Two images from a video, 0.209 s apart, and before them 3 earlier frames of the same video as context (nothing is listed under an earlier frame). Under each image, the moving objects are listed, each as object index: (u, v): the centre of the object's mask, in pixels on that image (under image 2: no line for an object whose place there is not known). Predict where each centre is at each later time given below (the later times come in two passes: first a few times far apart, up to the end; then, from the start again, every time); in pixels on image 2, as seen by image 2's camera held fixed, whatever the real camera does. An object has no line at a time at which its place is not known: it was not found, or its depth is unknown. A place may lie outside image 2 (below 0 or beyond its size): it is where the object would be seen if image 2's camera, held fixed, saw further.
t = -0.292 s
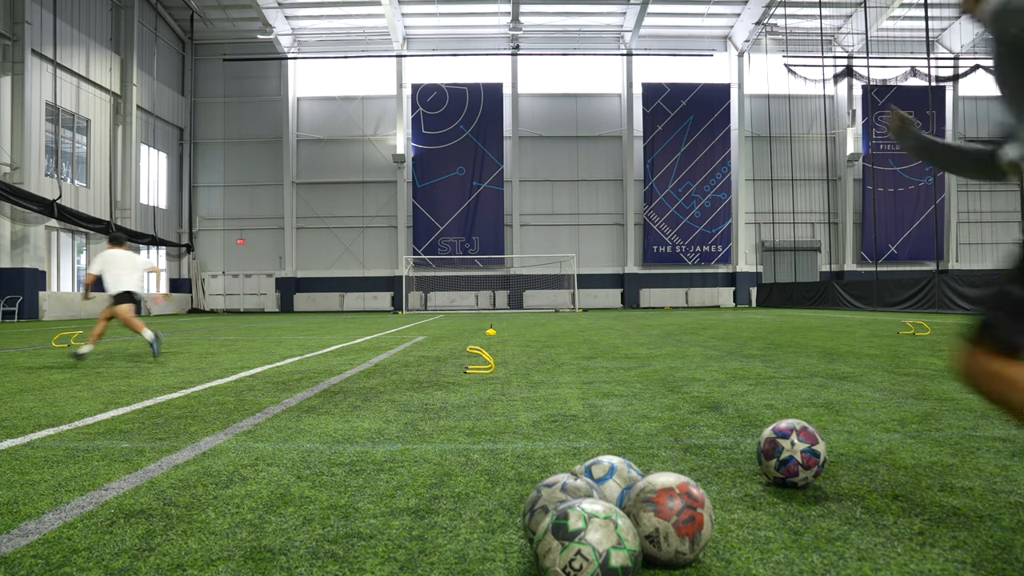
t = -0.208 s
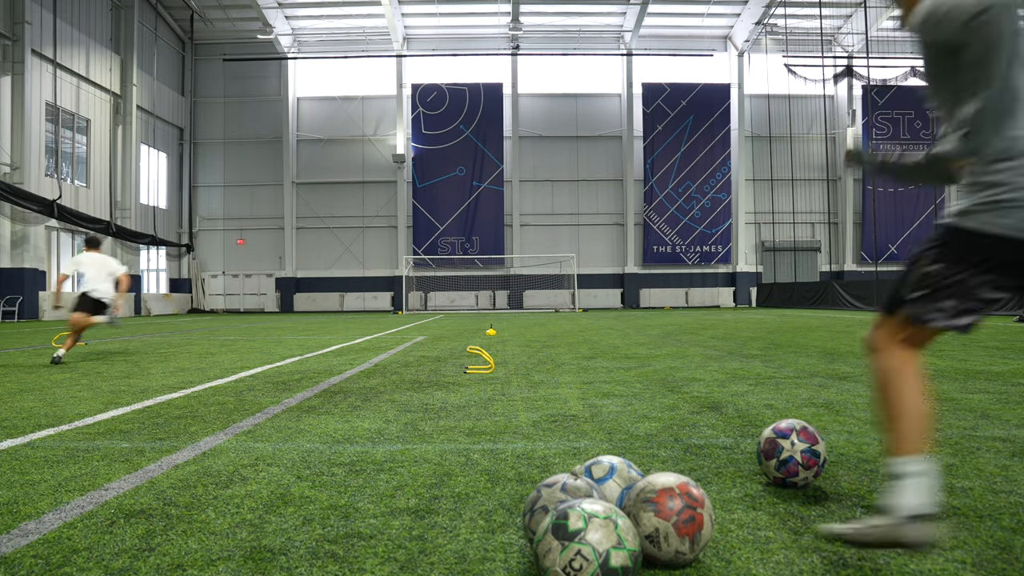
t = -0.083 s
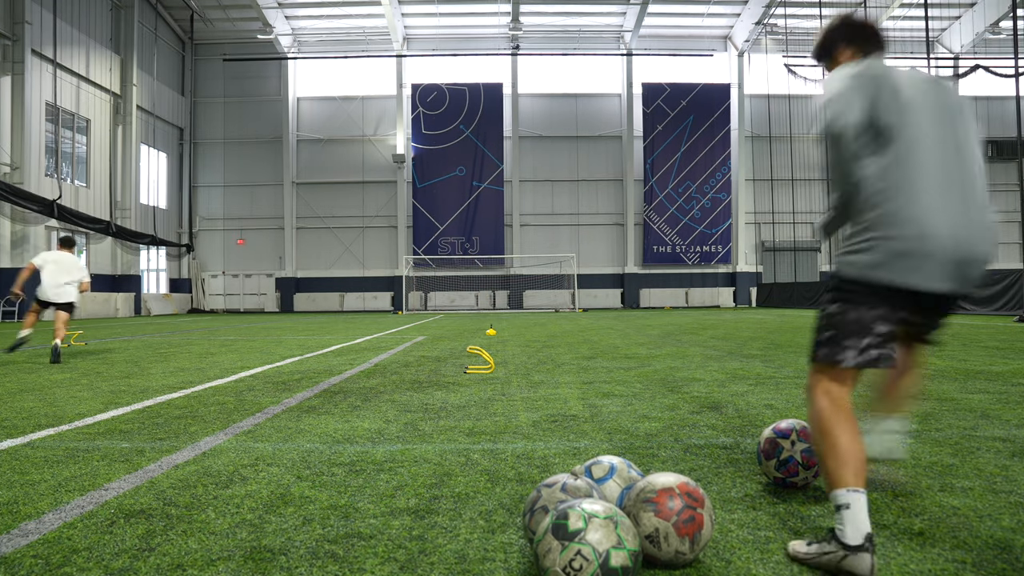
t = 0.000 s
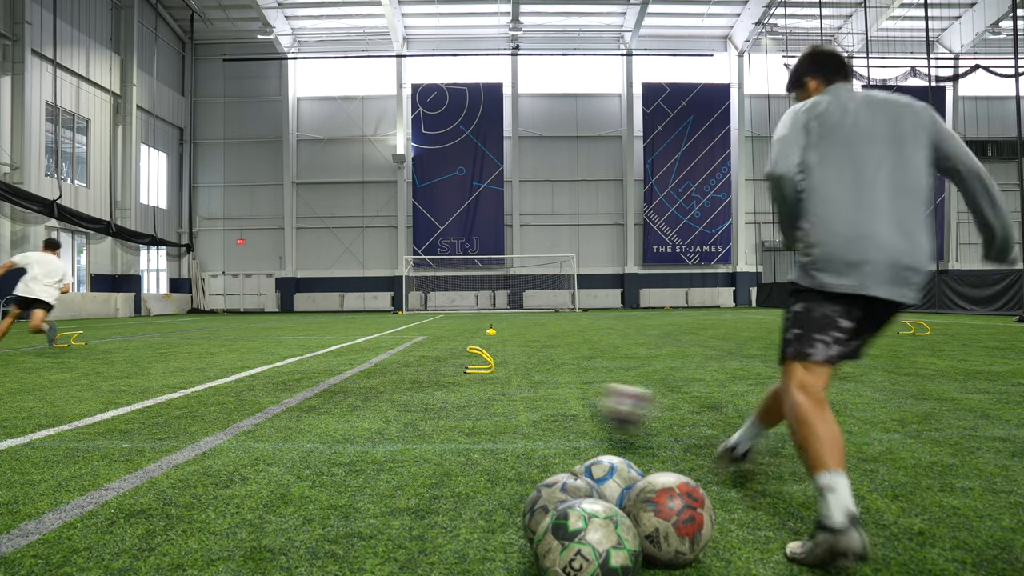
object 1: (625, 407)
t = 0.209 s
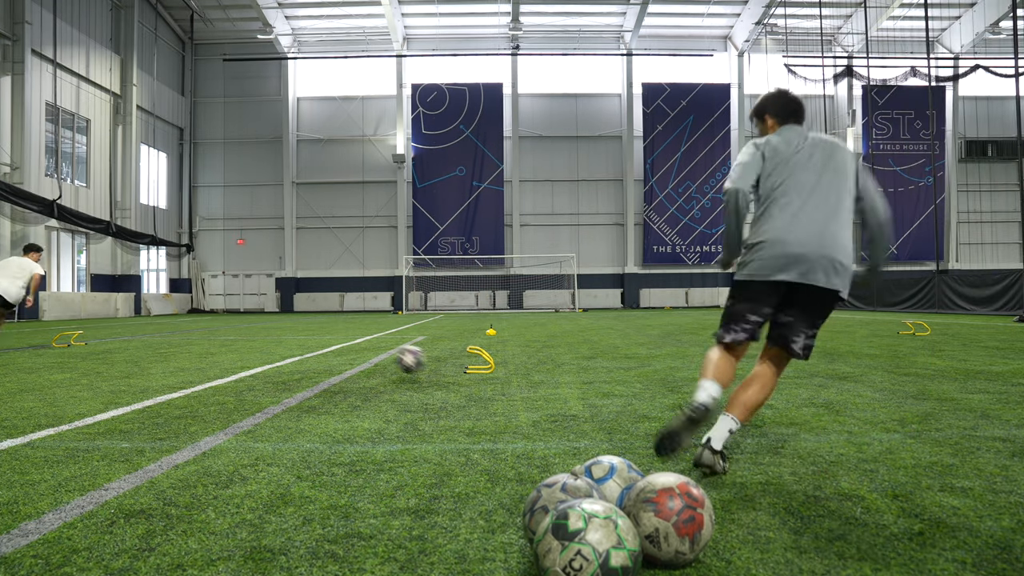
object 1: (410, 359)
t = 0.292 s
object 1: (370, 354)
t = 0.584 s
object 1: (295, 339)
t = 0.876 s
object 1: (259, 333)
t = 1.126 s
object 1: (239, 330)
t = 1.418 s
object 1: (221, 327)
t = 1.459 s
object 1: (219, 326)
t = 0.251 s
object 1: (388, 355)
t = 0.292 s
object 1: (370, 354)
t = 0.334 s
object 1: (355, 354)
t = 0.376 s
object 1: (341, 348)
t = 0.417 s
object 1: (330, 344)
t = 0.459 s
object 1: (320, 343)
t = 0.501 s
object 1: (311, 343)
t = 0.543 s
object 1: (303, 343)
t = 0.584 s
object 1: (295, 339)
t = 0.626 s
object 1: (289, 337)
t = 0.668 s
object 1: (283, 336)
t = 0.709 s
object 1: (277, 337)
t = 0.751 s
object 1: (272, 335)
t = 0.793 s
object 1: (267, 333)
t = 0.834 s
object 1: (263, 333)
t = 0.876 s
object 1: (259, 333)
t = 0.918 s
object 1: (255, 333)
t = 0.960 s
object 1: (251, 331)
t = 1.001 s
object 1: (248, 331)
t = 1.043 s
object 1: (245, 331)
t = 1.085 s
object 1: (242, 330)
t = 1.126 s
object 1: (239, 330)
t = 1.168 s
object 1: (236, 330)
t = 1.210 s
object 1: (233, 329)
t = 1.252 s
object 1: (231, 328)
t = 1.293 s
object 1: (228, 328)
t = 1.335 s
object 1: (225, 328)
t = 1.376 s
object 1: (223, 327)
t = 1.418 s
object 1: (221, 327)
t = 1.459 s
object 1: (219, 326)
